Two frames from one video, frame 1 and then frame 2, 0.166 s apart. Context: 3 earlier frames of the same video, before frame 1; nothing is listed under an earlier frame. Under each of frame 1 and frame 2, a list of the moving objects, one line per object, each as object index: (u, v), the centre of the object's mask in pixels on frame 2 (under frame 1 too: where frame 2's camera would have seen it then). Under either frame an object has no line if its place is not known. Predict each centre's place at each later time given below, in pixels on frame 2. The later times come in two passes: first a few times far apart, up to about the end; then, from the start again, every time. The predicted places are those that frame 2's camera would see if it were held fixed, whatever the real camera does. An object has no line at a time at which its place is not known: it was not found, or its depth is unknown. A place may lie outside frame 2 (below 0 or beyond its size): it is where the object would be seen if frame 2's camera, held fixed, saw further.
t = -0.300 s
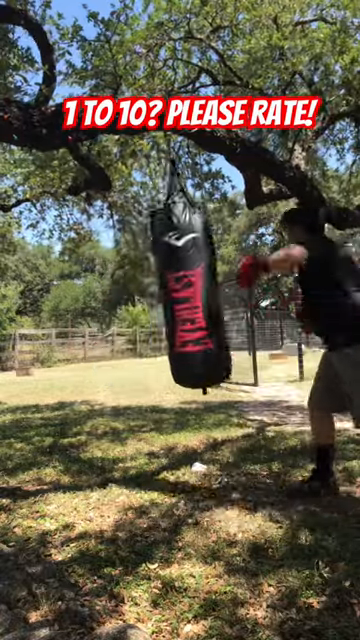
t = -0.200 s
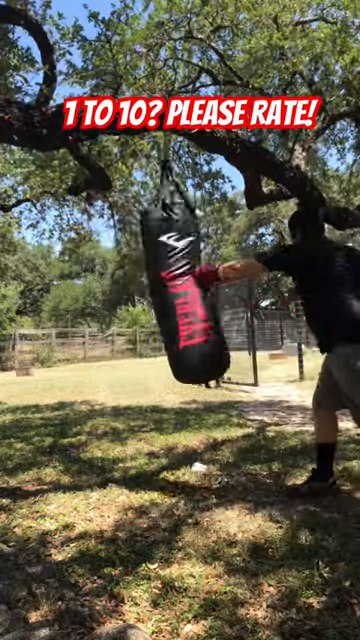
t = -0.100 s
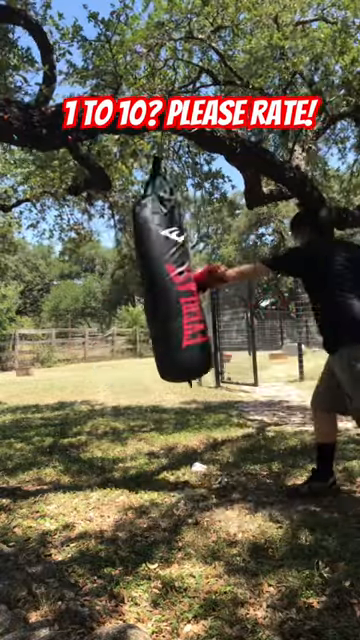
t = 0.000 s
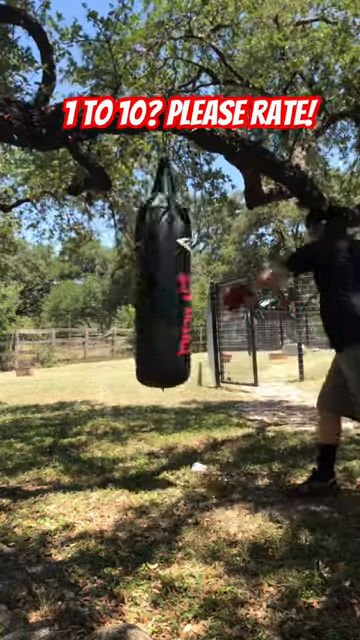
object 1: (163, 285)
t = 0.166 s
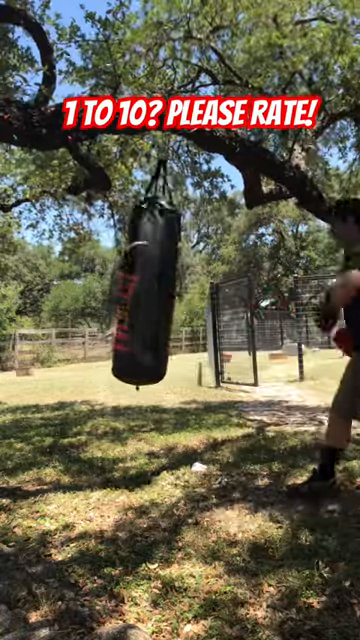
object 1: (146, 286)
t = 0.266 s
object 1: (141, 284)
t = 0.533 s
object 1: (138, 284)
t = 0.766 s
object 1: (151, 285)
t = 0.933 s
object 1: (167, 286)
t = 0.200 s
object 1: (144, 286)
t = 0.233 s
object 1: (142, 285)
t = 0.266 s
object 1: (141, 284)
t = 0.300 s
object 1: (140, 284)
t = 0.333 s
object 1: (139, 284)
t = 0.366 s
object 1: (139, 284)
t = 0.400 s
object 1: (138, 284)
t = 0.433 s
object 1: (138, 284)
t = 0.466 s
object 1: (138, 284)
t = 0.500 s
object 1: (138, 284)
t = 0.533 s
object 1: (138, 284)
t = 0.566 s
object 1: (139, 284)
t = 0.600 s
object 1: (140, 285)
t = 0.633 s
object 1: (141, 286)
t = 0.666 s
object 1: (143, 286)
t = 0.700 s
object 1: (144, 286)
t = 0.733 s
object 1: (148, 286)
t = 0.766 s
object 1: (151, 285)
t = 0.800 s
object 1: (154, 285)
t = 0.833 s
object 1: (157, 285)
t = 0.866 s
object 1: (160, 286)
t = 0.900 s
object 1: (163, 287)
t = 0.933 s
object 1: (167, 286)
